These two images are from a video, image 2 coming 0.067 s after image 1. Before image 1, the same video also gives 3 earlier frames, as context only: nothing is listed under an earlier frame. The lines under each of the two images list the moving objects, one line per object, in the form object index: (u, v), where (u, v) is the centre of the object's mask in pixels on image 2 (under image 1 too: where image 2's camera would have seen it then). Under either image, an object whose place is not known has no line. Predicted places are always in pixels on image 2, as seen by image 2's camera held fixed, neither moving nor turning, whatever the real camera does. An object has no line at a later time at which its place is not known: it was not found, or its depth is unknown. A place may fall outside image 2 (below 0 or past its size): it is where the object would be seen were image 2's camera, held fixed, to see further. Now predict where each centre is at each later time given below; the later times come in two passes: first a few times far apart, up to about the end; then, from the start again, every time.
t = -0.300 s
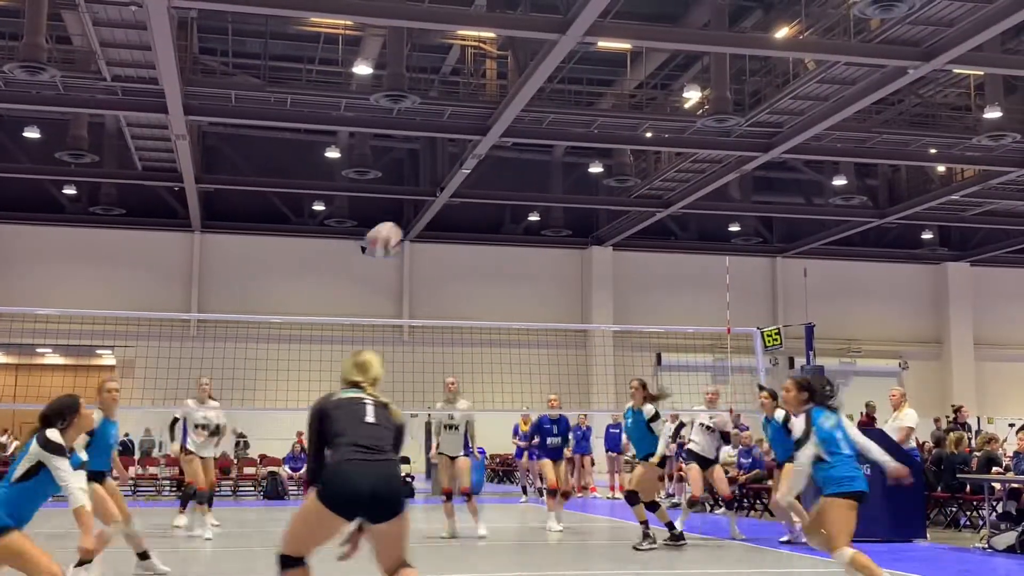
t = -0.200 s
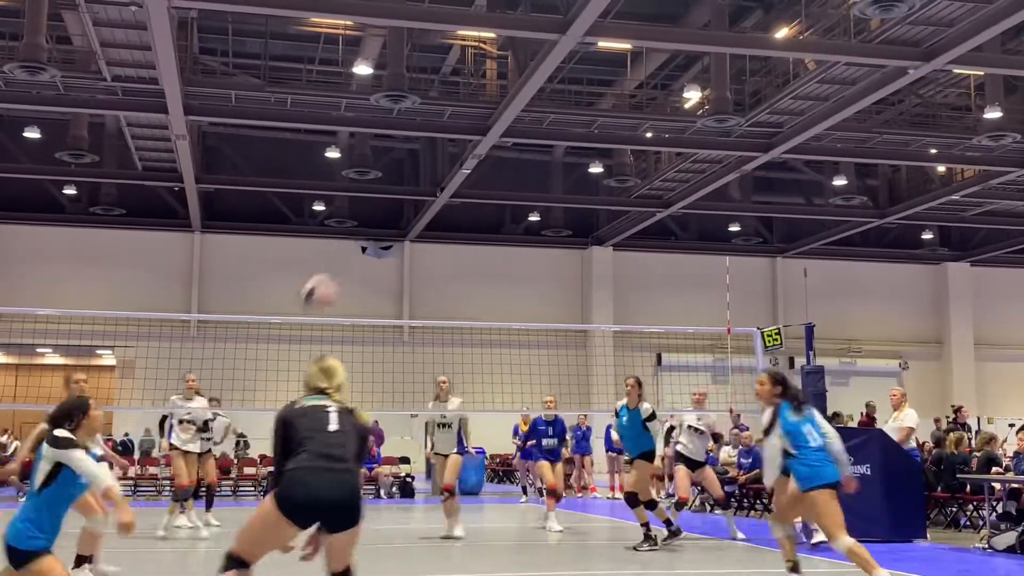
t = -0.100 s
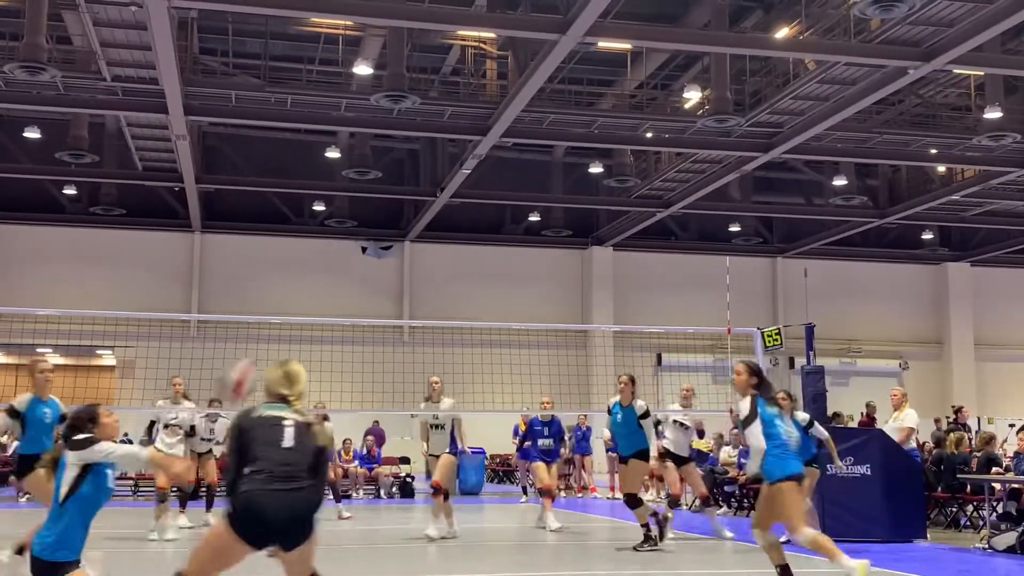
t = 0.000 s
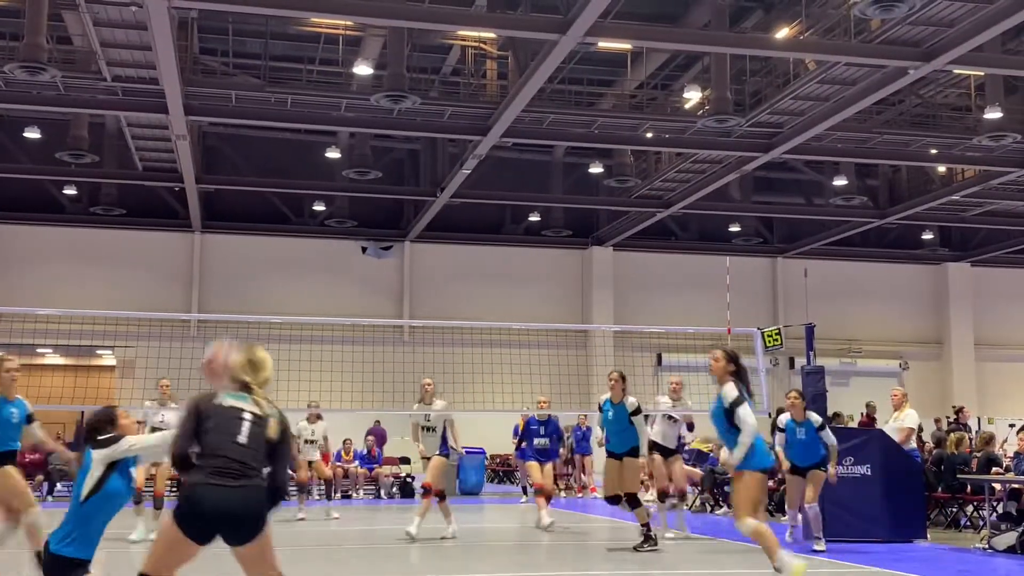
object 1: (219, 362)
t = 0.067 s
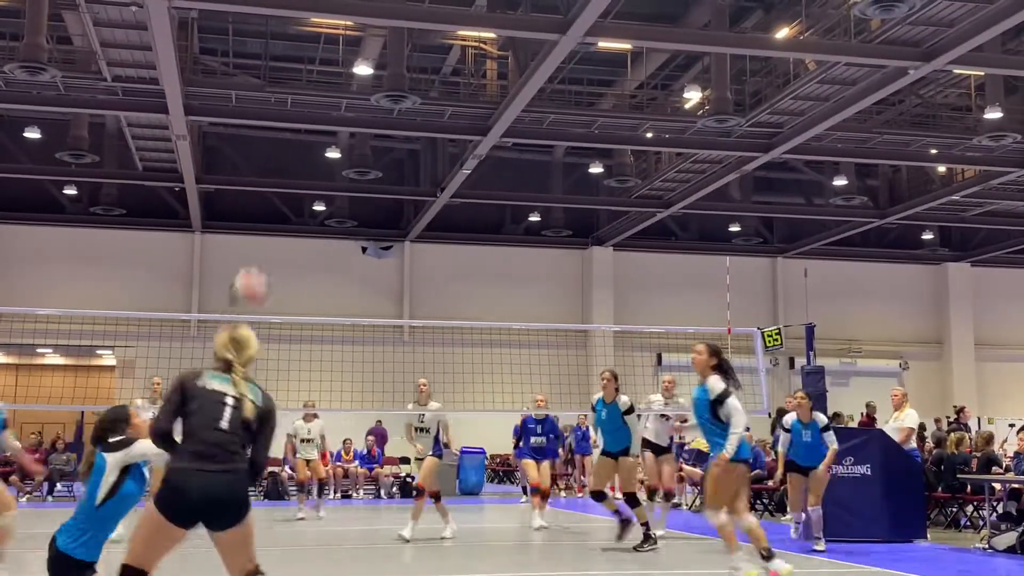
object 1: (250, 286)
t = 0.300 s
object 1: (324, 136)
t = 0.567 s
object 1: (390, 88)
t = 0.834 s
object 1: (441, 135)
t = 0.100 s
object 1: (259, 257)
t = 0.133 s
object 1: (273, 231)
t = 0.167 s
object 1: (283, 208)
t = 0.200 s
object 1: (294, 188)
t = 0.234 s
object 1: (305, 167)
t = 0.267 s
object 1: (315, 151)
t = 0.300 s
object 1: (324, 136)
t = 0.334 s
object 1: (334, 124)
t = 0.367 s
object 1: (343, 112)
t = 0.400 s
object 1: (351, 104)
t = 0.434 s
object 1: (359, 98)
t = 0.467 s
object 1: (367, 93)
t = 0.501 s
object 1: (376, 89)
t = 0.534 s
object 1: (383, 88)
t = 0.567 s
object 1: (390, 88)
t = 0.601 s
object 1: (397, 89)
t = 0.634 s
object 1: (405, 92)
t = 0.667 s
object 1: (411, 96)
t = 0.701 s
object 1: (417, 100)
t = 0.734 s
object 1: (423, 107)
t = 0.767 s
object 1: (429, 116)
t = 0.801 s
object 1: (435, 124)
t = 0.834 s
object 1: (441, 135)
